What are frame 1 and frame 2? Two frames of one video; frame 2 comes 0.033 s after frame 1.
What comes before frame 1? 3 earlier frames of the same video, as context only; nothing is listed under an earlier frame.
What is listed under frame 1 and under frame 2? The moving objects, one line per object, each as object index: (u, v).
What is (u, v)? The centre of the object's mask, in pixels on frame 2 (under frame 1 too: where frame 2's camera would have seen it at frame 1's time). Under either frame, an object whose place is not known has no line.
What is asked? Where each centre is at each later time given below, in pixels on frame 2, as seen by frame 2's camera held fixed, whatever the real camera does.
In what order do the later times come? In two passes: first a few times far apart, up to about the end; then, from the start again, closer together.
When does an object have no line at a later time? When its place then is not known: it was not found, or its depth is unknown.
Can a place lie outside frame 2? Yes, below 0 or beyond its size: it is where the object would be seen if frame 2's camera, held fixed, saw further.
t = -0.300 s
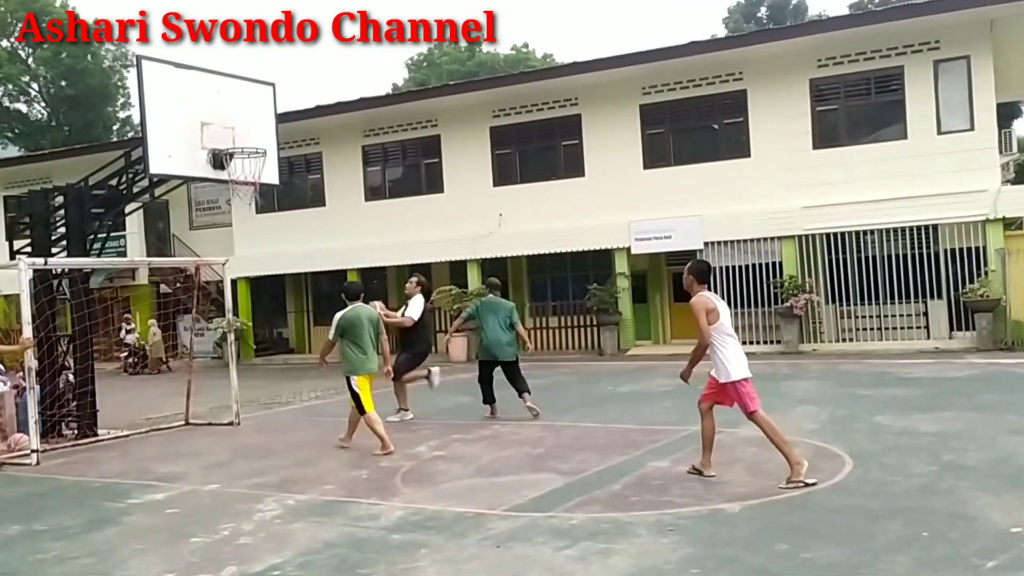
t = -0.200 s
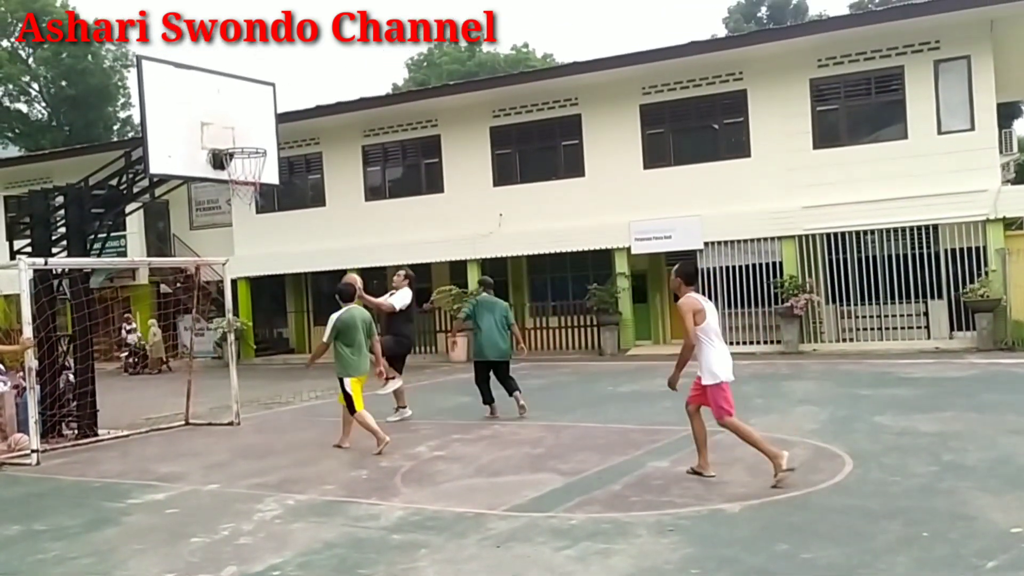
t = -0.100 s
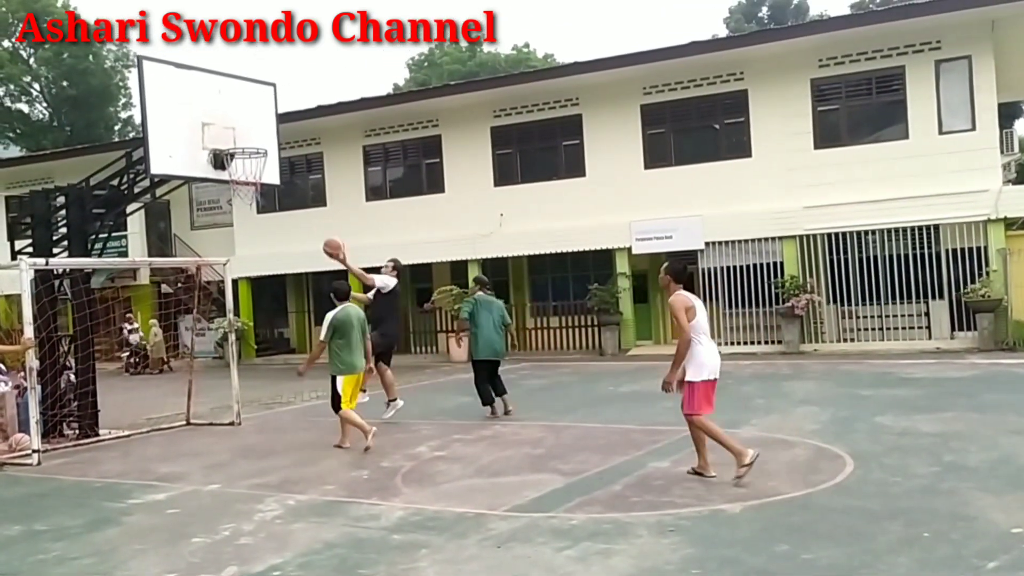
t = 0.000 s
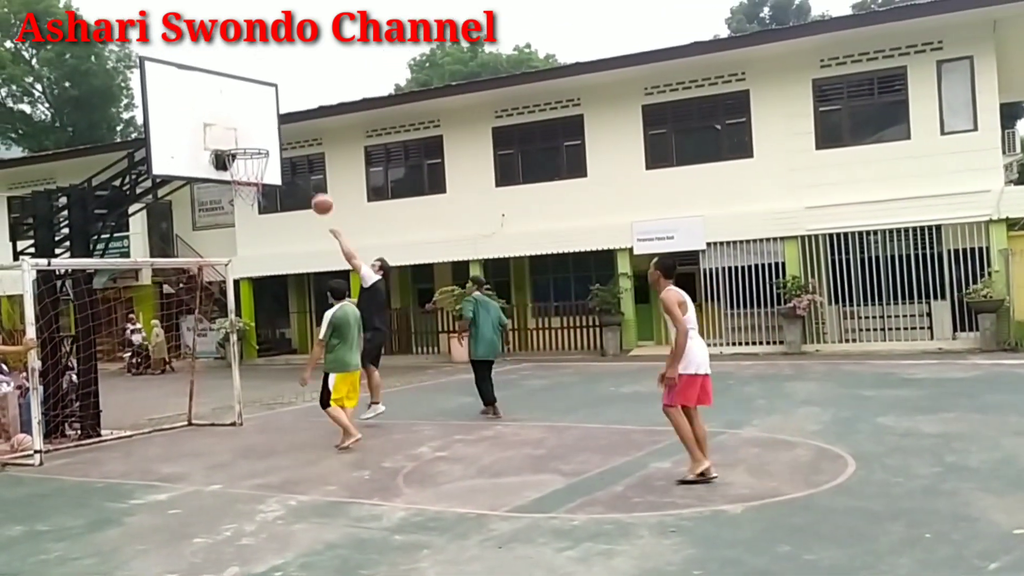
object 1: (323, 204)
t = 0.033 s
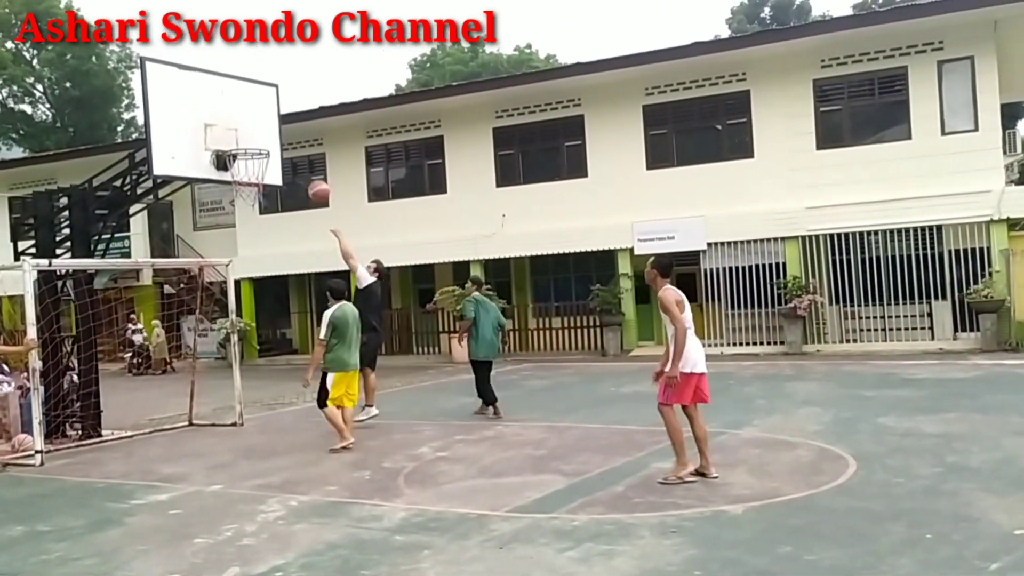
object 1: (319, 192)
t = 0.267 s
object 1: (293, 129)
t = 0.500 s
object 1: (268, 112)
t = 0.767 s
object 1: (246, 148)
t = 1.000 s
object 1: (261, 161)
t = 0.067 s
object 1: (316, 181)
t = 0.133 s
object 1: (307, 159)
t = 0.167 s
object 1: (303, 149)
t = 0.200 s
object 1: (300, 142)
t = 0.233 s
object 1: (297, 135)
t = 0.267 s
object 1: (293, 129)
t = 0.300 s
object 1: (289, 124)
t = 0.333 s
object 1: (286, 120)
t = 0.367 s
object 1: (282, 116)
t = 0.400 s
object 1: (279, 114)
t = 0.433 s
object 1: (275, 112)
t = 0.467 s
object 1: (272, 111)
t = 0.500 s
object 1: (268, 112)
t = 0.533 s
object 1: (265, 114)
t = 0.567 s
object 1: (262, 116)
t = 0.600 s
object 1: (258, 119)
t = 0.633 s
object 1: (255, 123)
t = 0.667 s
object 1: (253, 128)
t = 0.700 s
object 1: (249, 135)
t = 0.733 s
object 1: (247, 141)
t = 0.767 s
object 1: (246, 148)
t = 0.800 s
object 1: (247, 149)
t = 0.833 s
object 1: (248, 150)
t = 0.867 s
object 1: (251, 150)
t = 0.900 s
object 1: (253, 151)
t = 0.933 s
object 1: (256, 153)
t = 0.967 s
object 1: (258, 156)
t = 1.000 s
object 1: (261, 161)
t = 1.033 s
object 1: (264, 166)
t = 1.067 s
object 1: (266, 171)
